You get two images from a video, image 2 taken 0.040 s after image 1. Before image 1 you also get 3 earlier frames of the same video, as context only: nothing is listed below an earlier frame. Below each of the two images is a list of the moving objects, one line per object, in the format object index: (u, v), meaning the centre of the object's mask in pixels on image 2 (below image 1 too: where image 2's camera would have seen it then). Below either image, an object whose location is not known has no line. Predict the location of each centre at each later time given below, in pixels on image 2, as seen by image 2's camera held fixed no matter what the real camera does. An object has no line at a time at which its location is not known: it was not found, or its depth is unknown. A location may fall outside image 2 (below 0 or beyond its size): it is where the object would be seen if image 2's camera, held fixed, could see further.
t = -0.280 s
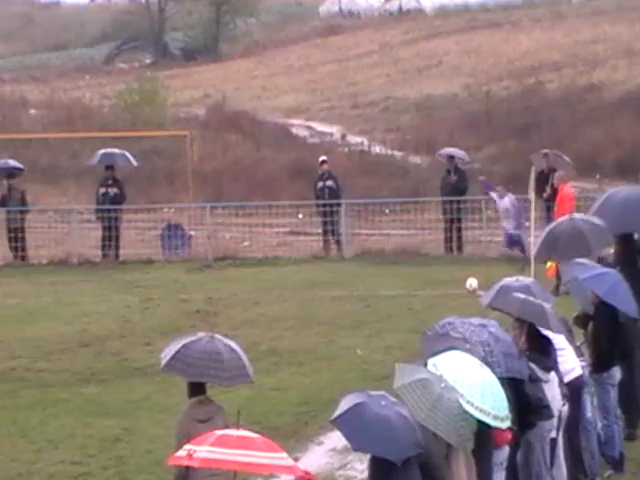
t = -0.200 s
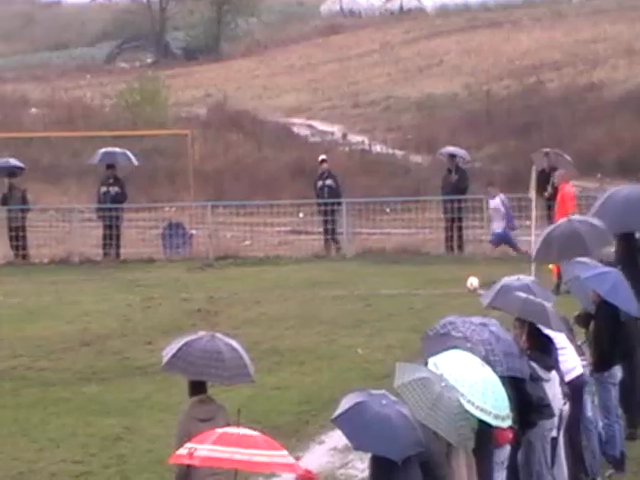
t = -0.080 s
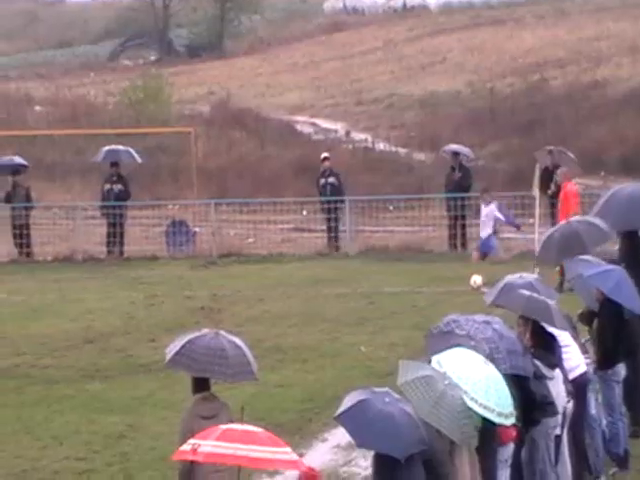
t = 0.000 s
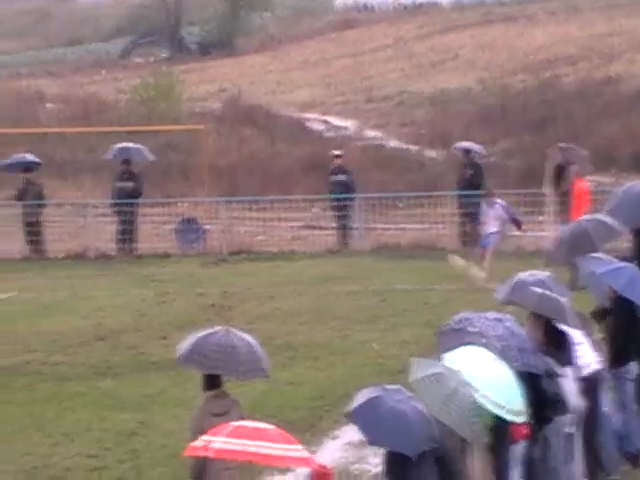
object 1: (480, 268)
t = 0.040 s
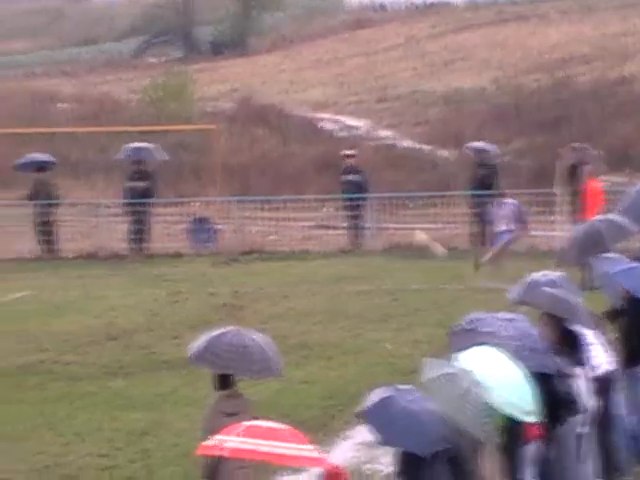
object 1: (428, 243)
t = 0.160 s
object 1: (285, 180)
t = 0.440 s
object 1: (-29, 73)
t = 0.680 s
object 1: (-284, 31)
